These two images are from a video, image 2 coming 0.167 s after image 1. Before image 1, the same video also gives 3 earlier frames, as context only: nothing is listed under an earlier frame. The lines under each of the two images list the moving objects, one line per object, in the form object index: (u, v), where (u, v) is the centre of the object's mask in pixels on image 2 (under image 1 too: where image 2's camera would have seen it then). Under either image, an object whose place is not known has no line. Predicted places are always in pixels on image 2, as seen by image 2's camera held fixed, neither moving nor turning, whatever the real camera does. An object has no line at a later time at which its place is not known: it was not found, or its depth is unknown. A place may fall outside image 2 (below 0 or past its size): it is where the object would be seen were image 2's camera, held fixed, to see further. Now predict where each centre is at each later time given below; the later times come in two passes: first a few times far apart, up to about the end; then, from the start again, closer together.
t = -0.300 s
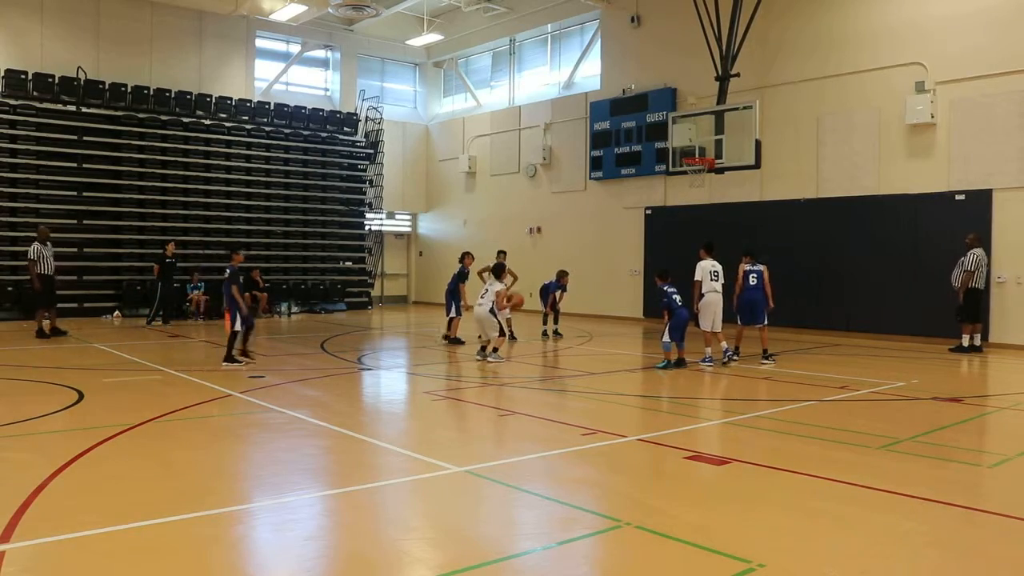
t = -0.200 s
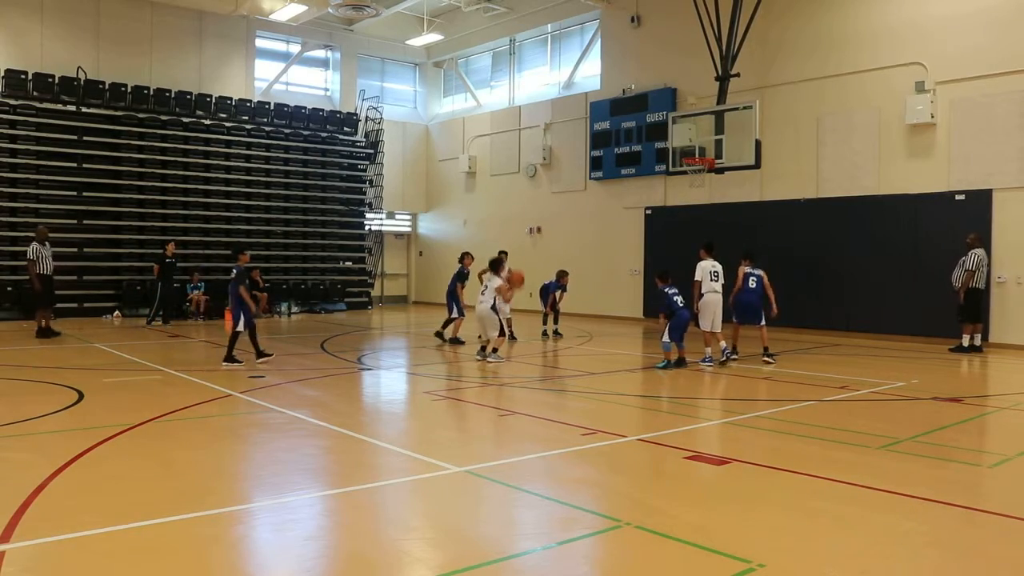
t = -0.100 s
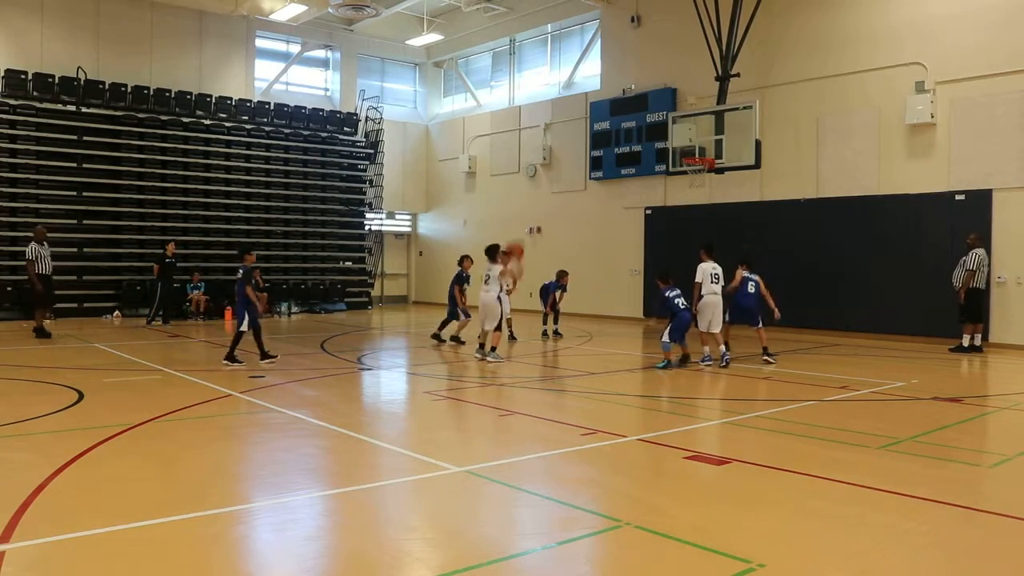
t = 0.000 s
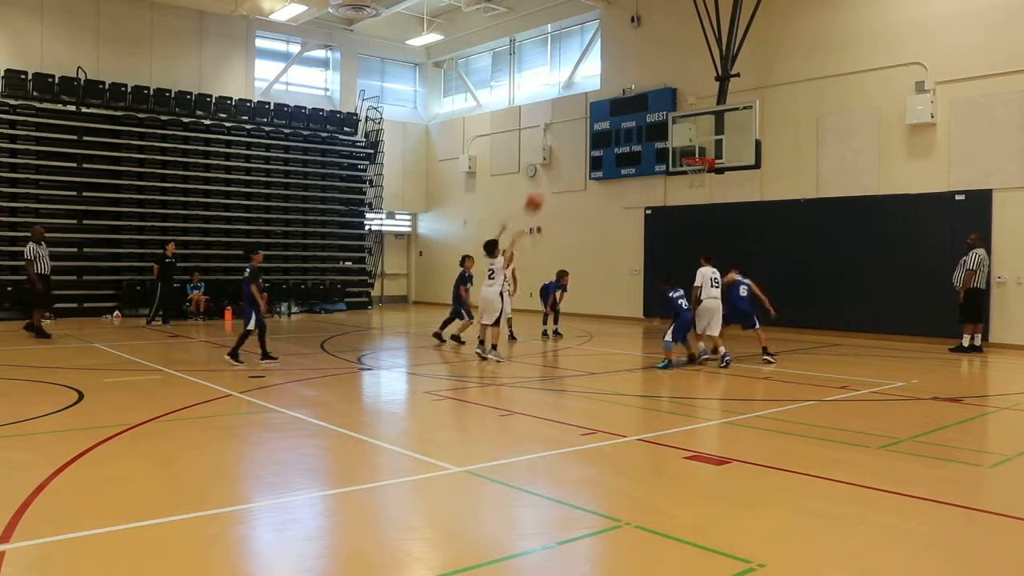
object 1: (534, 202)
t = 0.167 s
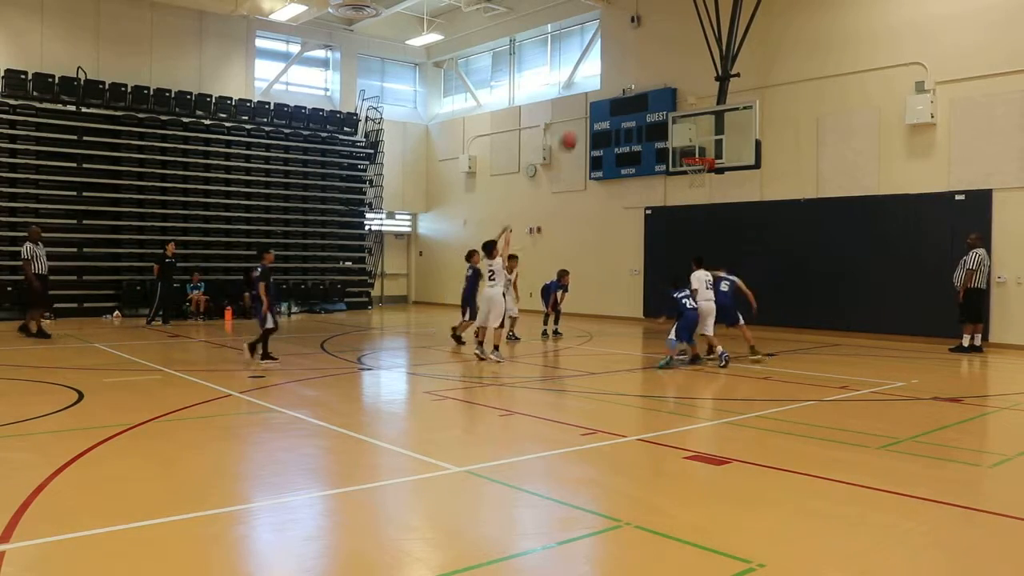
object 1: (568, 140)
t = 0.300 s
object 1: (594, 109)
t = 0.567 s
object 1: (638, 83)
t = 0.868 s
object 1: (684, 107)
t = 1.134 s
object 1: (716, 146)
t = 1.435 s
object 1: (702, 130)
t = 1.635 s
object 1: (696, 146)
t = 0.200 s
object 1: (574, 130)
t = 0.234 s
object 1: (580, 122)
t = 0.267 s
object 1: (585, 116)
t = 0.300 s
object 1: (594, 109)
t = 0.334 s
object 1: (600, 103)
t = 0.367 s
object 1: (605, 97)
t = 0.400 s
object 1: (611, 94)
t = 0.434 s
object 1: (618, 89)
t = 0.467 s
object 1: (622, 87)
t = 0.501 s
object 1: (628, 85)
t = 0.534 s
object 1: (634, 84)
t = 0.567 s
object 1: (638, 83)
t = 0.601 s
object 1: (645, 82)
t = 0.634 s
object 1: (649, 83)
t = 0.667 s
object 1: (655, 84)
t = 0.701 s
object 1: (659, 85)
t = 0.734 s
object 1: (664, 87)
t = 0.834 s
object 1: (681, 101)
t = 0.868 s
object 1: (684, 107)
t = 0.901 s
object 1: (689, 112)
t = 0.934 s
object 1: (693, 120)
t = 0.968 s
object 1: (697, 127)
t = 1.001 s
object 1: (703, 134)
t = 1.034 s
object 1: (707, 142)
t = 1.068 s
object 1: (710, 153)
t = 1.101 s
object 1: (715, 149)
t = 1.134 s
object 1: (716, 146)
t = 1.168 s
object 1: (714, 142)
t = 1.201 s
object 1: (712, 138)
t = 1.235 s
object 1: (710, 135)
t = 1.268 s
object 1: (709, 132)
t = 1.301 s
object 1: (708, 131)
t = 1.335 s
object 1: (706, 129)
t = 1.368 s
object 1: (704, 129)
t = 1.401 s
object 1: (704, 129)
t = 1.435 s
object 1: (702, 130)
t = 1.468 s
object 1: (701, 131)
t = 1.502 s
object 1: (699, 133)
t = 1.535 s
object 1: (697, 136)
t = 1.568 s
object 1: (696, 139)
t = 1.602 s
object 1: (695, 143)
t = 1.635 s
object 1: (696, 146)
